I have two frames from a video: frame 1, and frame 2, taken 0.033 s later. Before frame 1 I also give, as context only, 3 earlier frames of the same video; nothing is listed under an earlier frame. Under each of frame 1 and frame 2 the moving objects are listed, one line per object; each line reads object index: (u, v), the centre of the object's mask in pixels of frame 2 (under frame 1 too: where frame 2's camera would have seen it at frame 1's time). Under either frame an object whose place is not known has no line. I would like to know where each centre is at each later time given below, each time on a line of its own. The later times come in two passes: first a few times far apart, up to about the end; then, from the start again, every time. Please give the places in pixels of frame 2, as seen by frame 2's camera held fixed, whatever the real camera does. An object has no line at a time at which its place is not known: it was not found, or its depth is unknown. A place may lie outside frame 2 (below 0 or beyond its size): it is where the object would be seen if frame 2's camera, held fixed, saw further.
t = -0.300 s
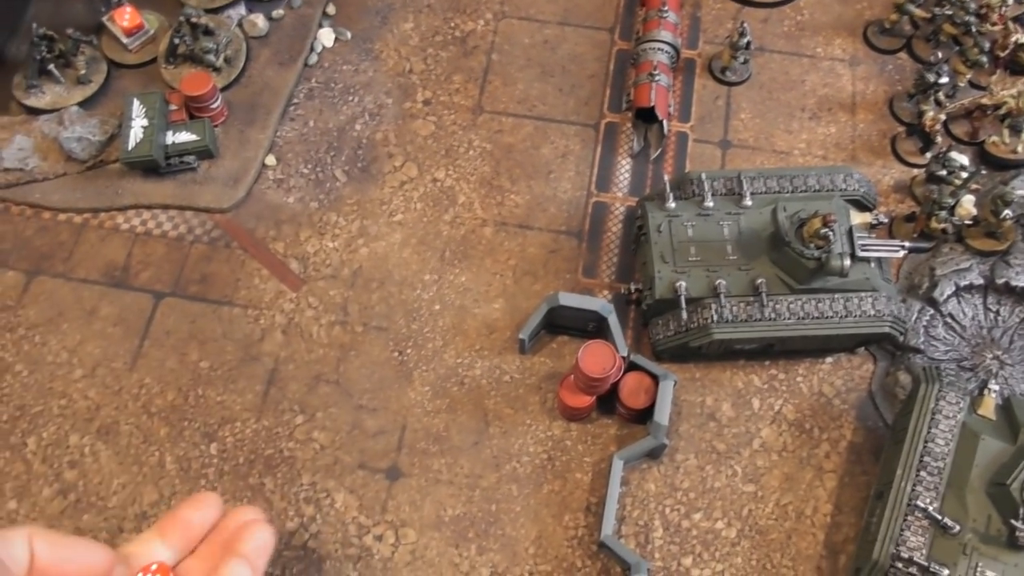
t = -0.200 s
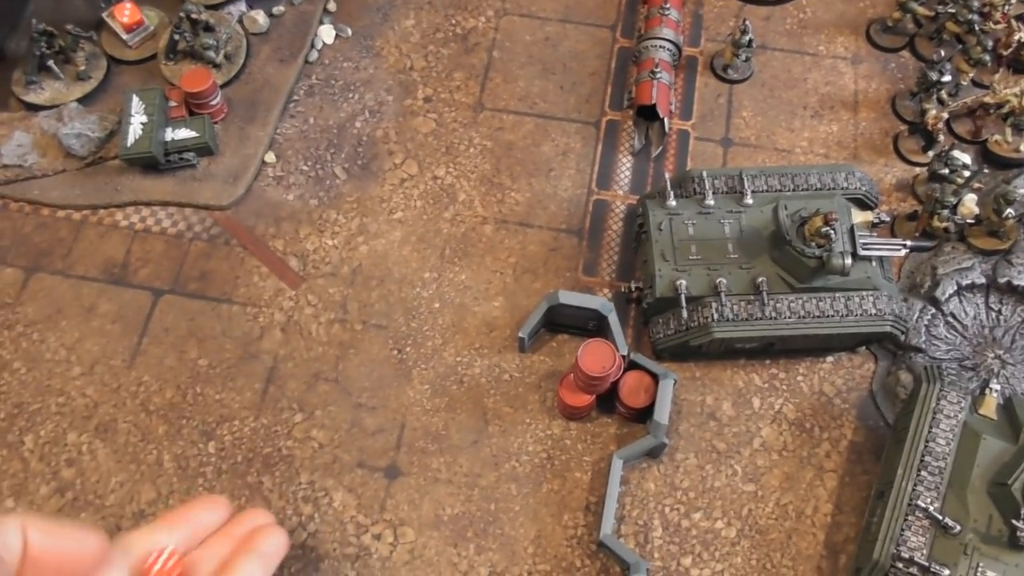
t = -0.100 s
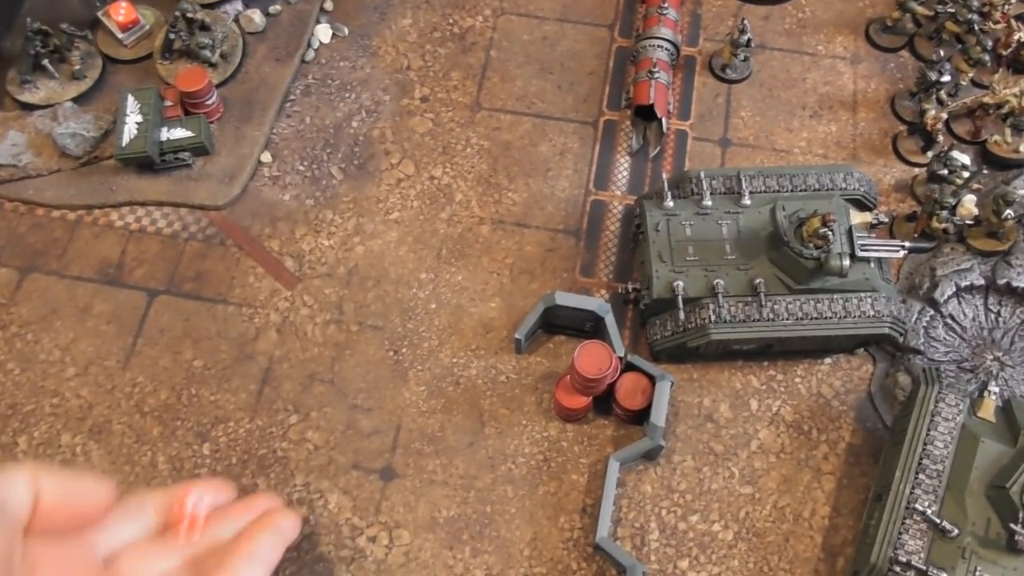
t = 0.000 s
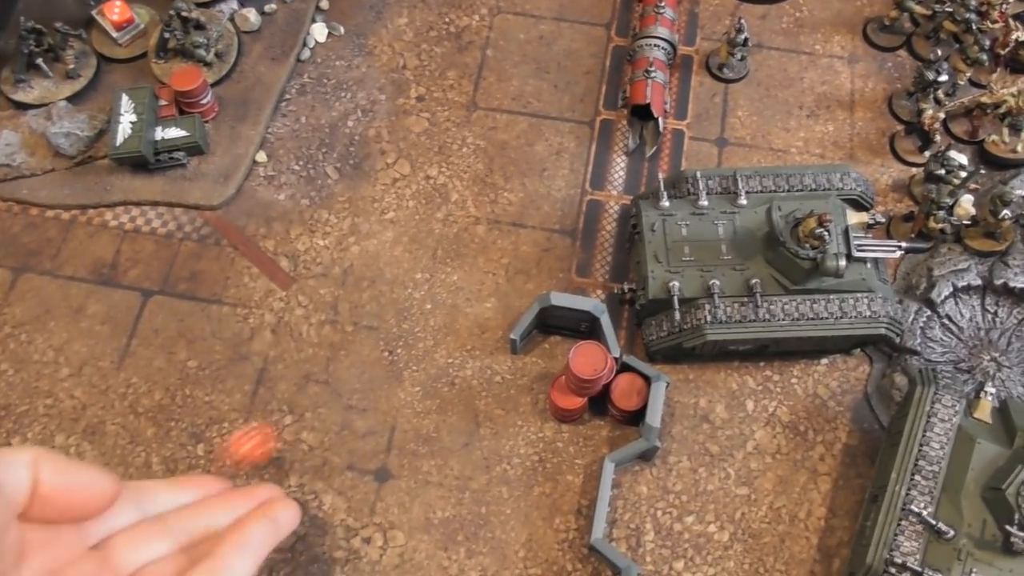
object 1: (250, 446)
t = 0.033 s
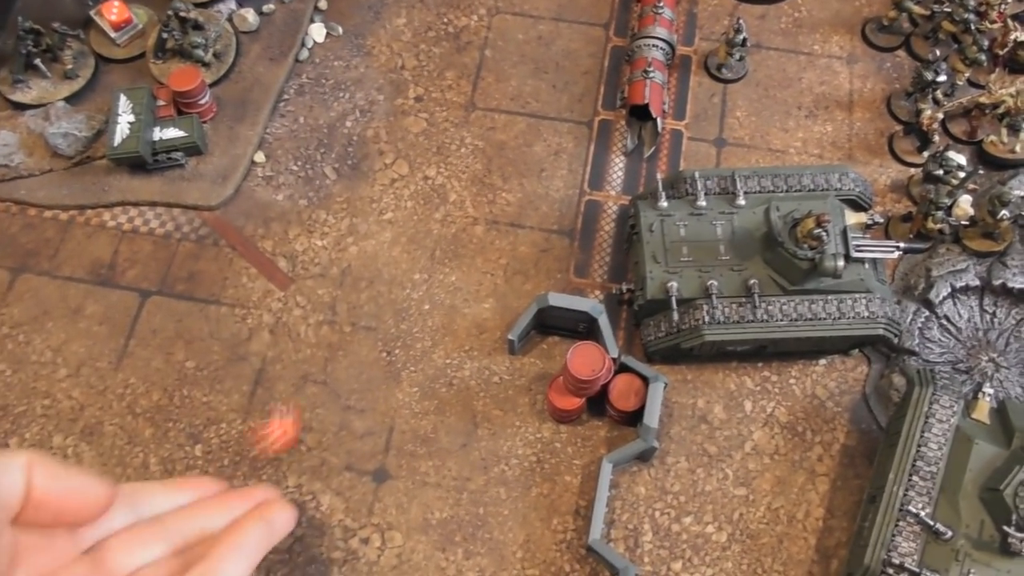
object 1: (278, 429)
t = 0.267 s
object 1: (365, 264)
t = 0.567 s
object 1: (407, 144)
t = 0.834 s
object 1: (402, 115)
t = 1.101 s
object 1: (402, 115)
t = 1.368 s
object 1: (402, 115)
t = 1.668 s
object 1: (402, 115)
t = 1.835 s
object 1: (402, 115)
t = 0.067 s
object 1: (294, 396)
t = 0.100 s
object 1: (308, 367)
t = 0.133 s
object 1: (323, 342)
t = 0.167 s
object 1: (333, 317)
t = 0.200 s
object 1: (340, 300)
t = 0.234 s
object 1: (351, 287)
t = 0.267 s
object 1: (365, 264)
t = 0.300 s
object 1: (376, 243)
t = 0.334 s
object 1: (383, 225)
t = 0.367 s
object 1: (390, 212)
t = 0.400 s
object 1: (398, 197)
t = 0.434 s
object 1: (404, 186)
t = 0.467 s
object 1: (407, 172)
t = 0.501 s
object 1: (408, 161)
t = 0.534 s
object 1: (409, 151)
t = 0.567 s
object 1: (407, 144)
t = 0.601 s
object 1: (403, 136)
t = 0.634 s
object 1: (398, 130)
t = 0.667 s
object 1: (394, 125)
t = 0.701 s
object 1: (394, 122)
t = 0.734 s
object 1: (394, 119)
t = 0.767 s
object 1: (397, 115)
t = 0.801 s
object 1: (399, 113)
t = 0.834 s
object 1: (402, 115)
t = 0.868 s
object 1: (402, 115)
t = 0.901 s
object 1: (402, 115)
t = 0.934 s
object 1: (402, 115)
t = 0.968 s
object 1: (402, 115)
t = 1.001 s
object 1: (402, 115)
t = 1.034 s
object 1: (402, 115)
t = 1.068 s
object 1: (402, 115)
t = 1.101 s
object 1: (402, 115)
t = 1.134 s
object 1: (402, 115)
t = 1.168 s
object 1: (401, 115)
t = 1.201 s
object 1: (402, 115)
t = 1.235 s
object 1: (402, 115)
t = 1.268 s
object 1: (402, 115)
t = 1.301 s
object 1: (402, 115)
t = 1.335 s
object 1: (402, 115)
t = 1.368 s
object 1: (402, 115)
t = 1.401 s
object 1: (402, 115)
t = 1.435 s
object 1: (402, 115)
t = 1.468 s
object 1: (402, 115)
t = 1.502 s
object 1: (402, 115)
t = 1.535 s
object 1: (402, 115)
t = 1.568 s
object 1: (402, 115)
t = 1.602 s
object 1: (402, 115)
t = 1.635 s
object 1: (402, 115)
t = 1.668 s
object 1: (402, 115)
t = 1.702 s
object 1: (402, 115)
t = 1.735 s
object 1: (402, 115)
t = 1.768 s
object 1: (402, 115)
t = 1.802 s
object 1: (402, 115)
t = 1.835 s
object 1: (402, 115)
